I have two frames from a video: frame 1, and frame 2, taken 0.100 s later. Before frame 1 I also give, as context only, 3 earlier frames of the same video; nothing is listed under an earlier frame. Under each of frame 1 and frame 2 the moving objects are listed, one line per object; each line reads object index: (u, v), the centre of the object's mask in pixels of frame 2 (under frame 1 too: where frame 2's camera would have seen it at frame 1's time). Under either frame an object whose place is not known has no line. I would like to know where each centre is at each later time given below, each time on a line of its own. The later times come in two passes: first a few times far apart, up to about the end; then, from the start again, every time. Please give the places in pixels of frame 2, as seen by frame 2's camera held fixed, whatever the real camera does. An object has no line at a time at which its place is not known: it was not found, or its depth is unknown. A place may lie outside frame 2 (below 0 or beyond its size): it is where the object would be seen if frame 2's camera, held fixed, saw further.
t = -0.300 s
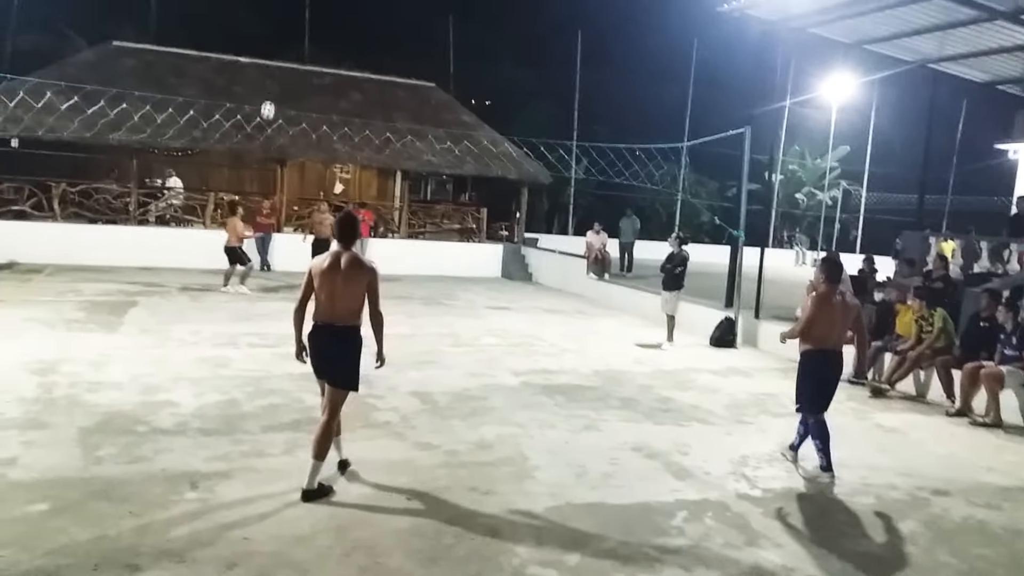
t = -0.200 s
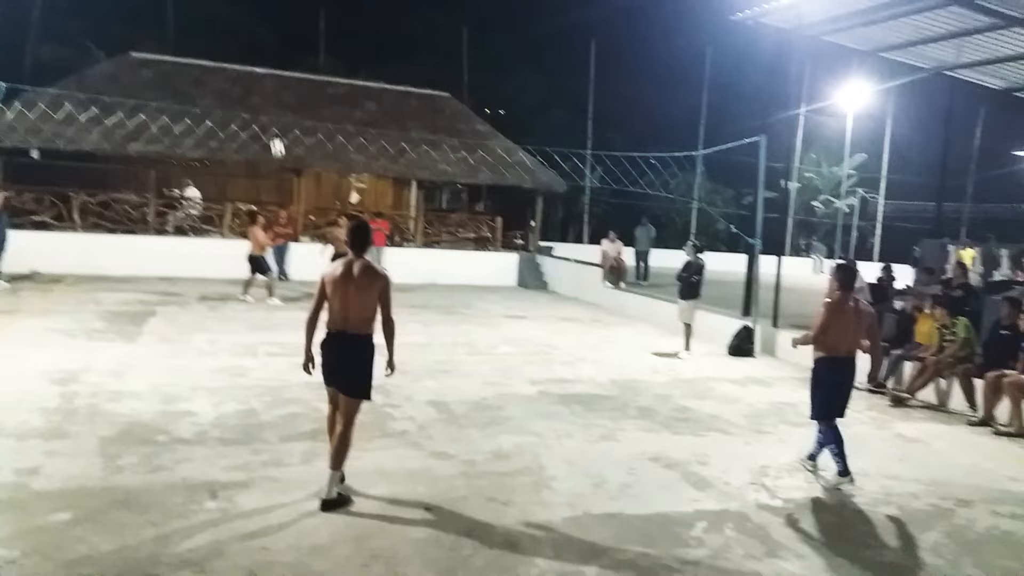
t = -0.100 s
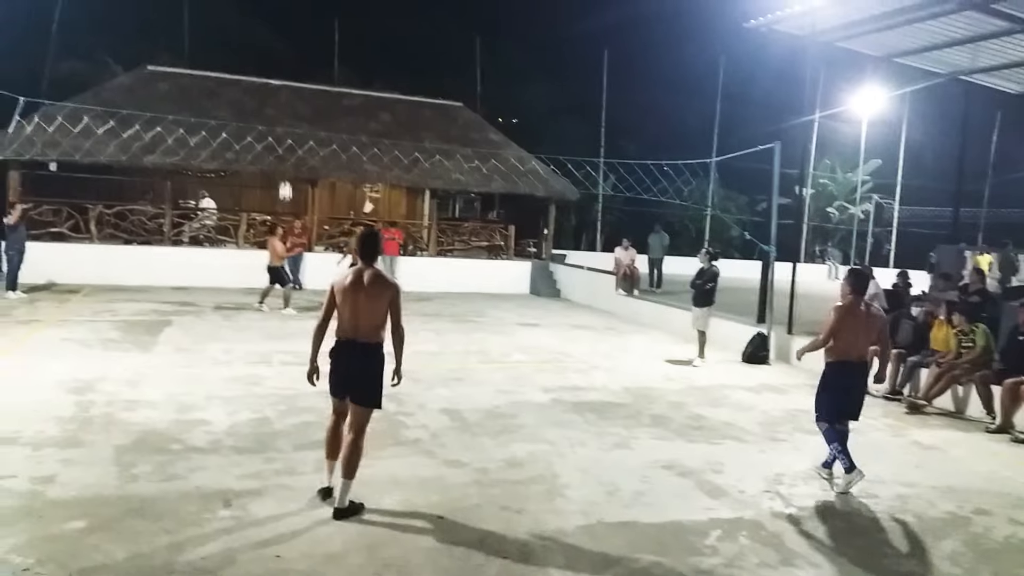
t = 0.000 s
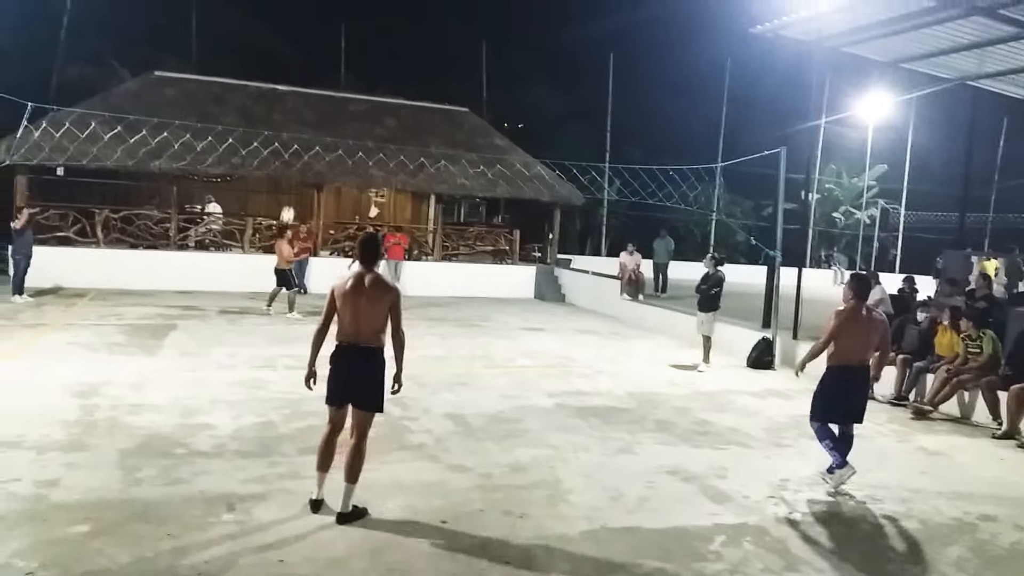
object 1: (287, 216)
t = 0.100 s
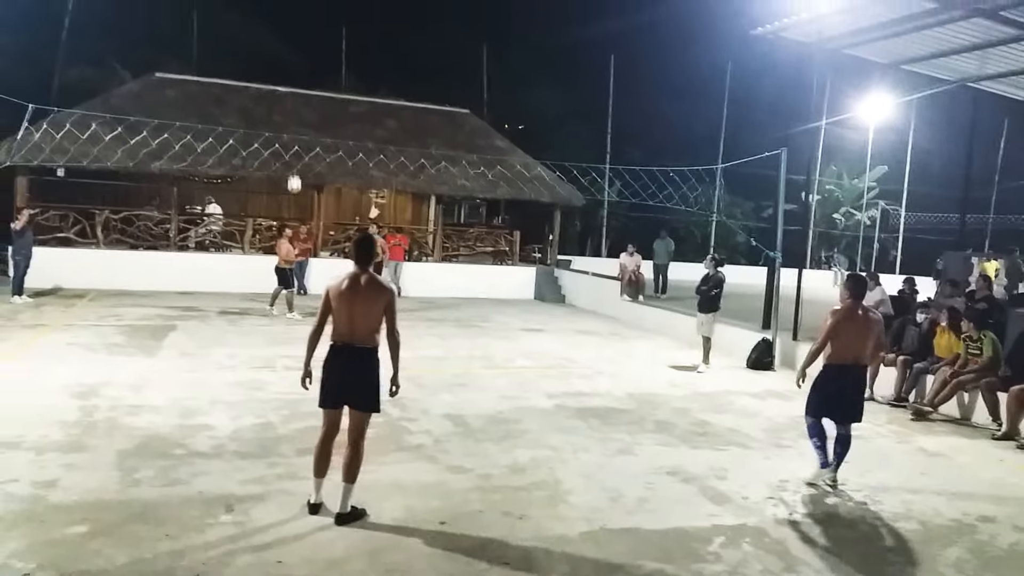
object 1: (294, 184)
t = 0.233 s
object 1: (302, 149)
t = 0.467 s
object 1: (318, 110)
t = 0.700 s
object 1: (333, 102)
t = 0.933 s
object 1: (346, 126)
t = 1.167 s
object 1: (359, 182)
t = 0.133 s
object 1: (296, 174)
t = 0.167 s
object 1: (298, 165)
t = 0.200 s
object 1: (300, 157)
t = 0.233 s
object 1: (302, 149)
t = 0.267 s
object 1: (304, 142)
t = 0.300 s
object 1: (307, 134)
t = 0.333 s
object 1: (309, 129)
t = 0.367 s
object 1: (311, 123)
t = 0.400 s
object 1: (313, 118)
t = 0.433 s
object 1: (316, 114)
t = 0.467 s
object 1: (318, 110)
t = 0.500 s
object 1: (320, 107)
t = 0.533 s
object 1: (322, 105)
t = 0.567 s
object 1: (325, 103)
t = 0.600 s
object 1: (327, 101)
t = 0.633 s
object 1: (329, 101)
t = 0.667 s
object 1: (331, 101)
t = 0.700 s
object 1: (333, 102)
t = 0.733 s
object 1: (335, 103)
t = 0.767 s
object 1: (337, 105)
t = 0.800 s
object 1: (339, 108)
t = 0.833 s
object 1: (341, 111)
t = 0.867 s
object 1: (343, 116)
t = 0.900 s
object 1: (344, 120)
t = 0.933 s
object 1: (346, 126)
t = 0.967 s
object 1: (348, 132)
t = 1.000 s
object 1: (350, 138)
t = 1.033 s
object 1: (352, 146)
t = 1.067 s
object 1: (354, 154)
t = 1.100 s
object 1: (356, 162)
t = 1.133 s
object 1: (357, 172)
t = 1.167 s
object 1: (359, 182)
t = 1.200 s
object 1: (360, 193)
